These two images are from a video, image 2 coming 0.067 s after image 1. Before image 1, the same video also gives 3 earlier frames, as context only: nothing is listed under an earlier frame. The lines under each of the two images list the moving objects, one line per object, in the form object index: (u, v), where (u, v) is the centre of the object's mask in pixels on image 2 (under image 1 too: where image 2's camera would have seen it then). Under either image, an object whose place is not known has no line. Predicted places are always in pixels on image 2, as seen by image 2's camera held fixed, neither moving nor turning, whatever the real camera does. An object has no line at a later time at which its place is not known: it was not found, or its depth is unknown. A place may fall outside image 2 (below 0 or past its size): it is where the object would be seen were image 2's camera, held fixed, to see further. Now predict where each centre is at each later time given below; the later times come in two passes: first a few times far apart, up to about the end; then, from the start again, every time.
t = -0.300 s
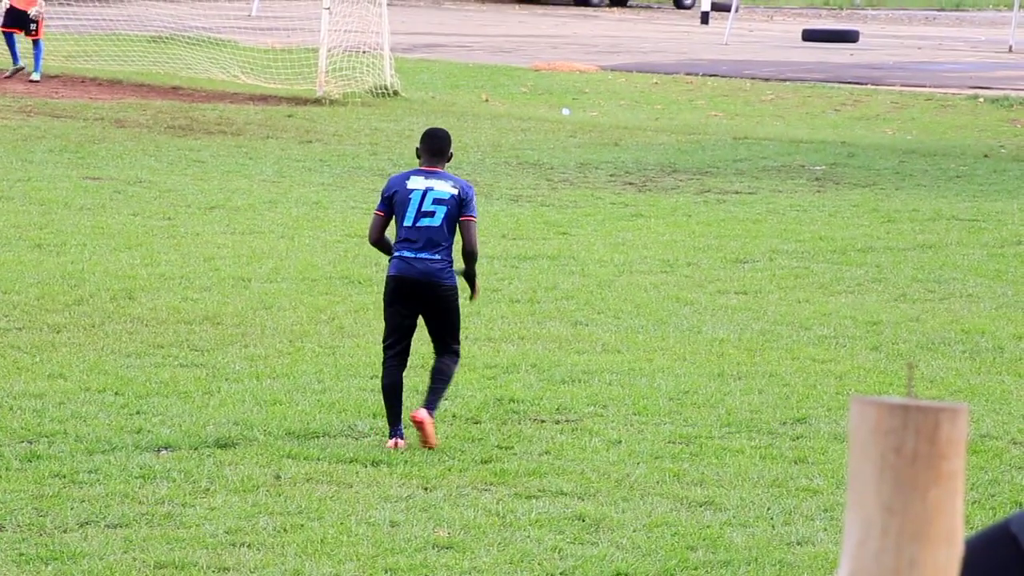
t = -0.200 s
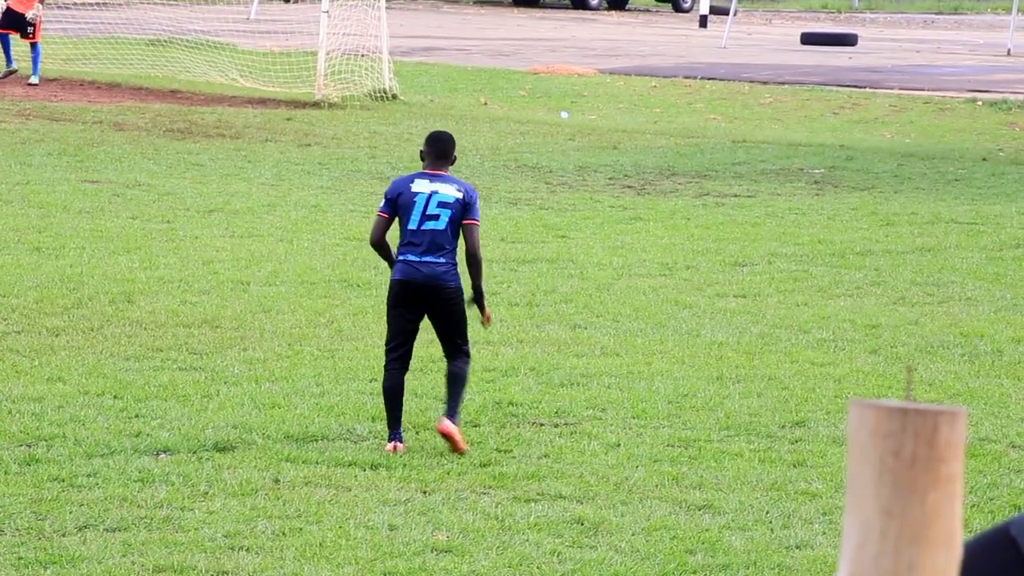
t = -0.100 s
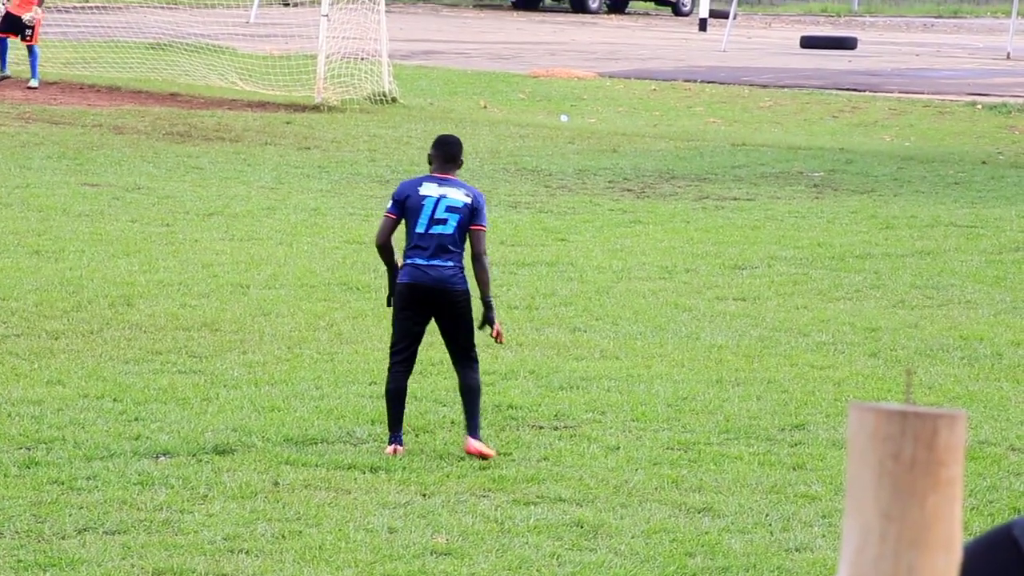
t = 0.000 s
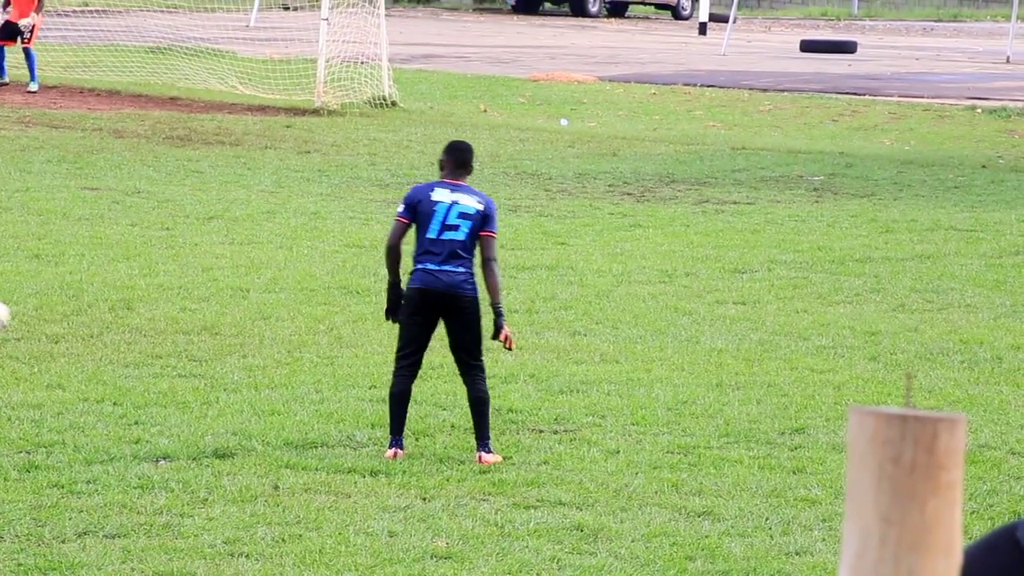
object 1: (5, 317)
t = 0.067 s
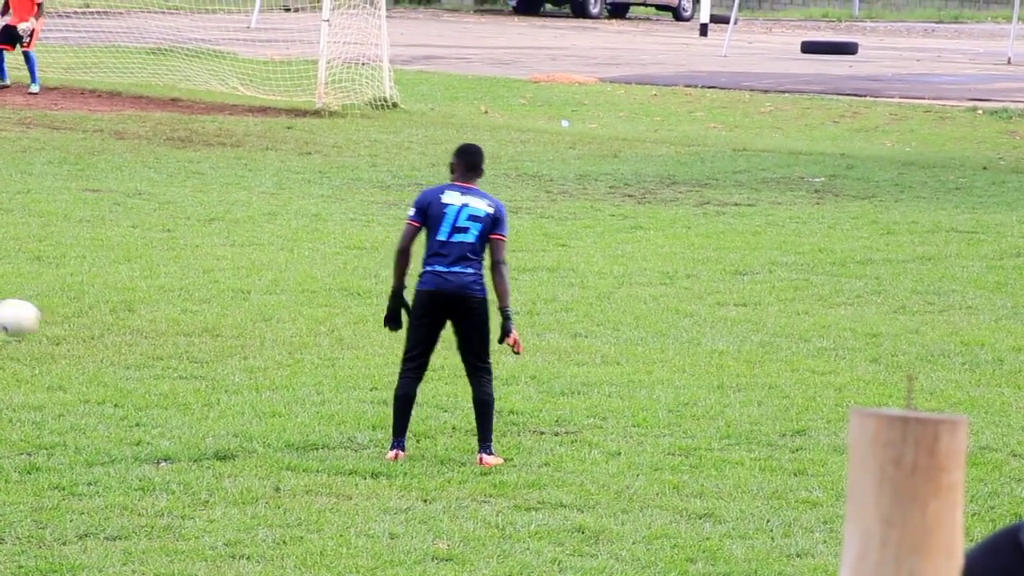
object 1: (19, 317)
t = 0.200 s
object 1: (70, 335)
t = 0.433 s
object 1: (164, 346)
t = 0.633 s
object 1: (242, 370)
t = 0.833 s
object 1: (317, 394)
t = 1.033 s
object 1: (392, 408)
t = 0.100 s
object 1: (30, 319)
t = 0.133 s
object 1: (43, 322)
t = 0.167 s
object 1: (57, 328)
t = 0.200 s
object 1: (70, 335)
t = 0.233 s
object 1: (84, 345)
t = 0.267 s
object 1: (97, 352)
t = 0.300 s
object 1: (111, 350)
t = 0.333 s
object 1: (125, 346)
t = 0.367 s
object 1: (138, 343)
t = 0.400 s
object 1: (151, 344)
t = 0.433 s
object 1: (164, 346)
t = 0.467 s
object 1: (177, 349)
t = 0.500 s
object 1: (189, 356)
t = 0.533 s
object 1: (203, 364)
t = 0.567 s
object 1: (215, 373)
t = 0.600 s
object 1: (228, 373)
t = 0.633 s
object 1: (242, 370)
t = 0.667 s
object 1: (254, 370)
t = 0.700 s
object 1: (266, 371)
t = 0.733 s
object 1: (279, 375)
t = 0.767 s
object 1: (292, 381)
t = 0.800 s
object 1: (304, 388)
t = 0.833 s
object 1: (317, 394)
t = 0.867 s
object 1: (329, 395)
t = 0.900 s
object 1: (342, 396)
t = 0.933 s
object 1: (354, 398)
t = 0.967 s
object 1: (366, 401)
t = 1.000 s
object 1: (378, 405)
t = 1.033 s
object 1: (392, 408)
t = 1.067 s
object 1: (404, 408)
